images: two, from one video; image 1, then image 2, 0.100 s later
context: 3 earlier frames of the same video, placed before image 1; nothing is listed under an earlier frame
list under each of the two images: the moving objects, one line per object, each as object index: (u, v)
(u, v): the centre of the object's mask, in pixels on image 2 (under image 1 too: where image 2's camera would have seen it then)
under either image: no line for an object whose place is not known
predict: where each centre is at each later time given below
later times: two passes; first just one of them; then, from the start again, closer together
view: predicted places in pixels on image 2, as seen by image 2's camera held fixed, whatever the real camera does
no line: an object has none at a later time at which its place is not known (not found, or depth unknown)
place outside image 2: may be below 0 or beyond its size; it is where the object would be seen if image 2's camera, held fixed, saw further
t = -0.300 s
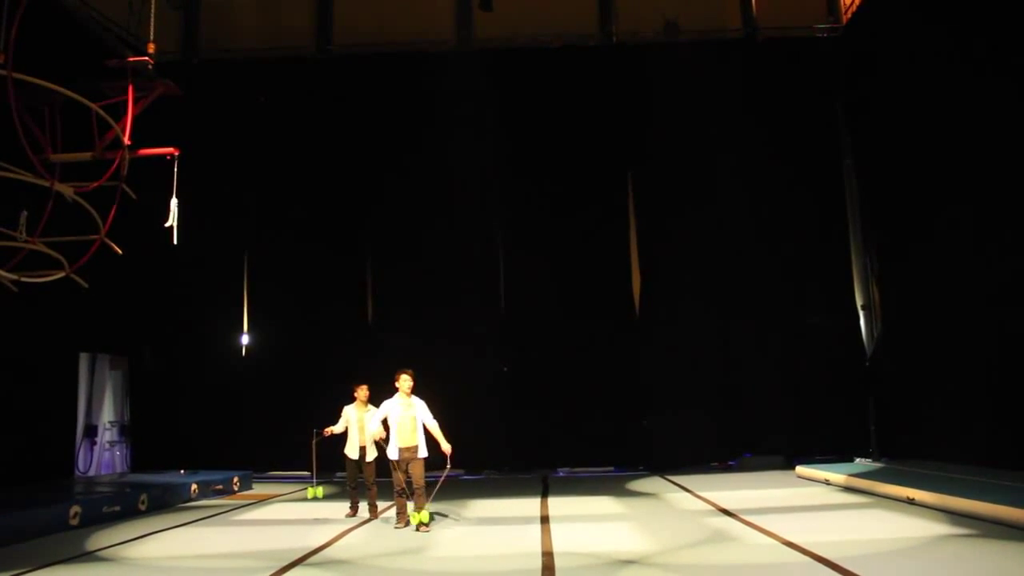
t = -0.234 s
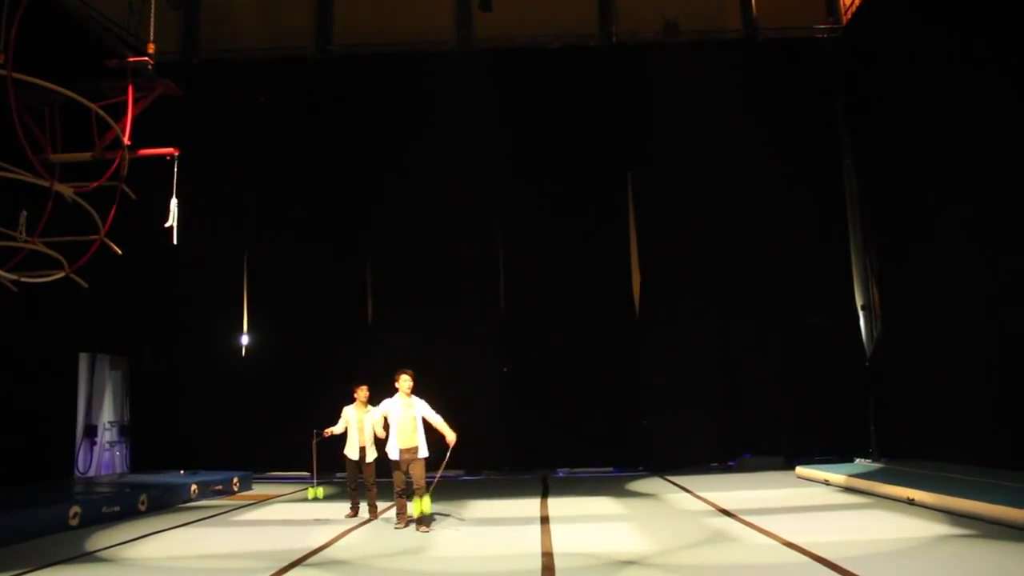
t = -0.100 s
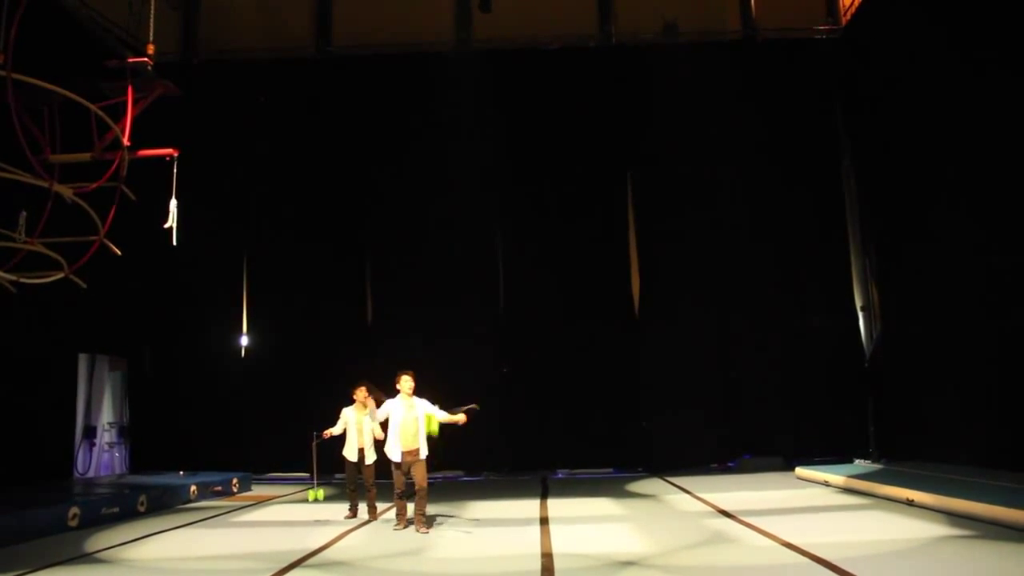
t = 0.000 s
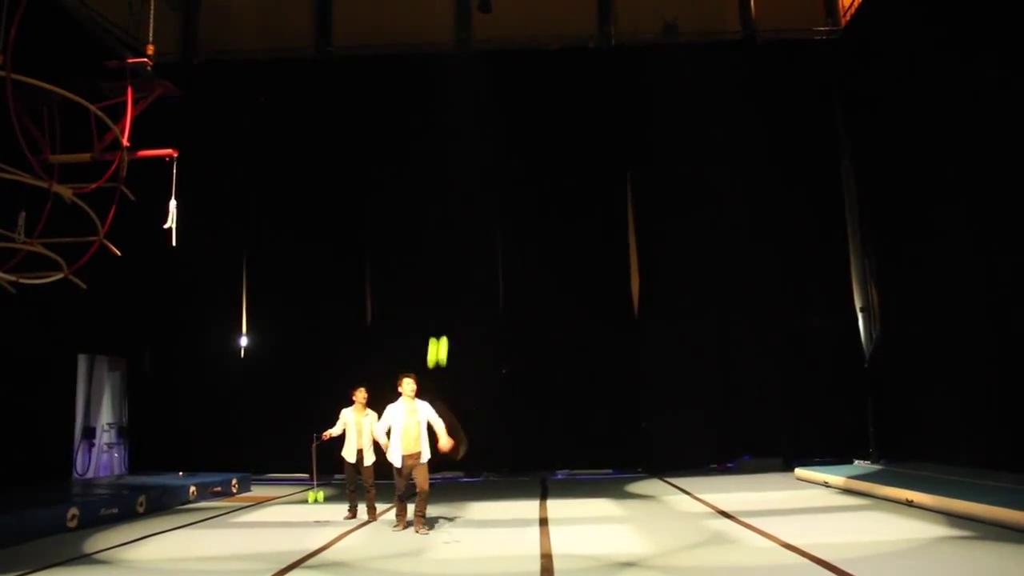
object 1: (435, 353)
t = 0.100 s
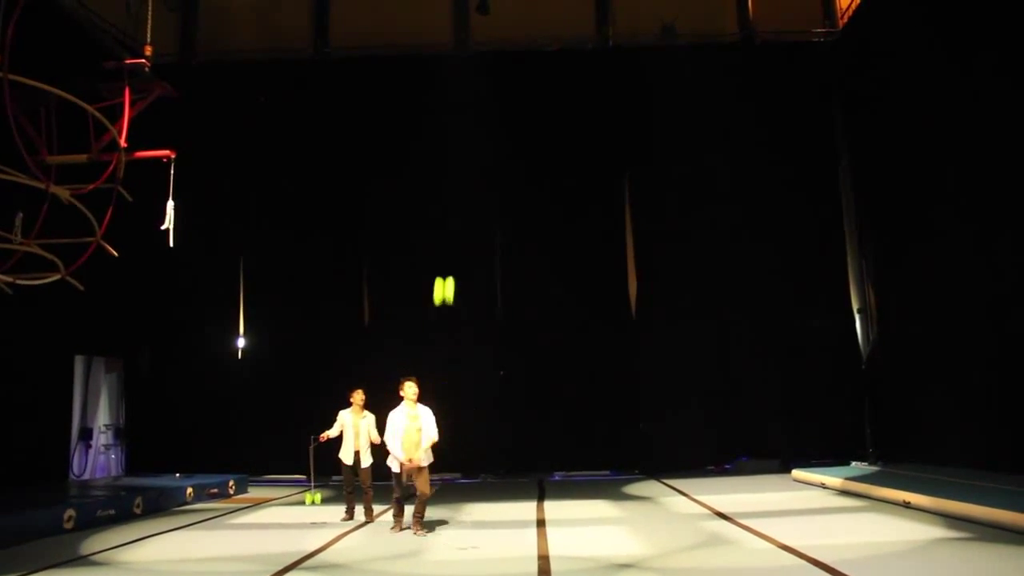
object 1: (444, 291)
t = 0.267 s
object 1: (459, 207)
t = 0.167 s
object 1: (450, 254)
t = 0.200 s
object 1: (453, 238)
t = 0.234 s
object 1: (456, 221)
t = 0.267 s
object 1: (459, 207)
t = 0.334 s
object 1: (465, 180)
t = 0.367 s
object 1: (468, 168)
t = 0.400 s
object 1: (472, 157)
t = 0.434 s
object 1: (475, 147)
